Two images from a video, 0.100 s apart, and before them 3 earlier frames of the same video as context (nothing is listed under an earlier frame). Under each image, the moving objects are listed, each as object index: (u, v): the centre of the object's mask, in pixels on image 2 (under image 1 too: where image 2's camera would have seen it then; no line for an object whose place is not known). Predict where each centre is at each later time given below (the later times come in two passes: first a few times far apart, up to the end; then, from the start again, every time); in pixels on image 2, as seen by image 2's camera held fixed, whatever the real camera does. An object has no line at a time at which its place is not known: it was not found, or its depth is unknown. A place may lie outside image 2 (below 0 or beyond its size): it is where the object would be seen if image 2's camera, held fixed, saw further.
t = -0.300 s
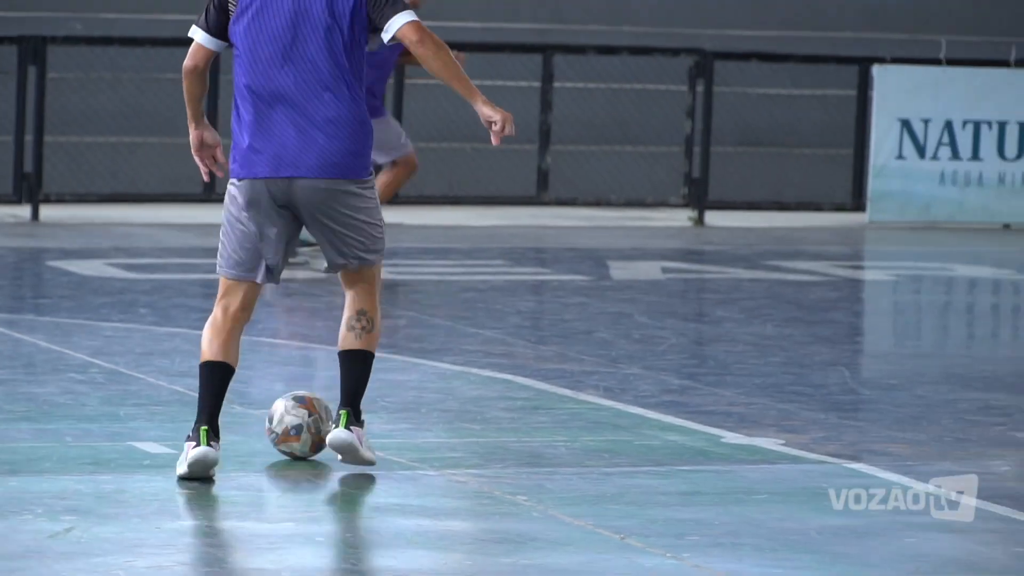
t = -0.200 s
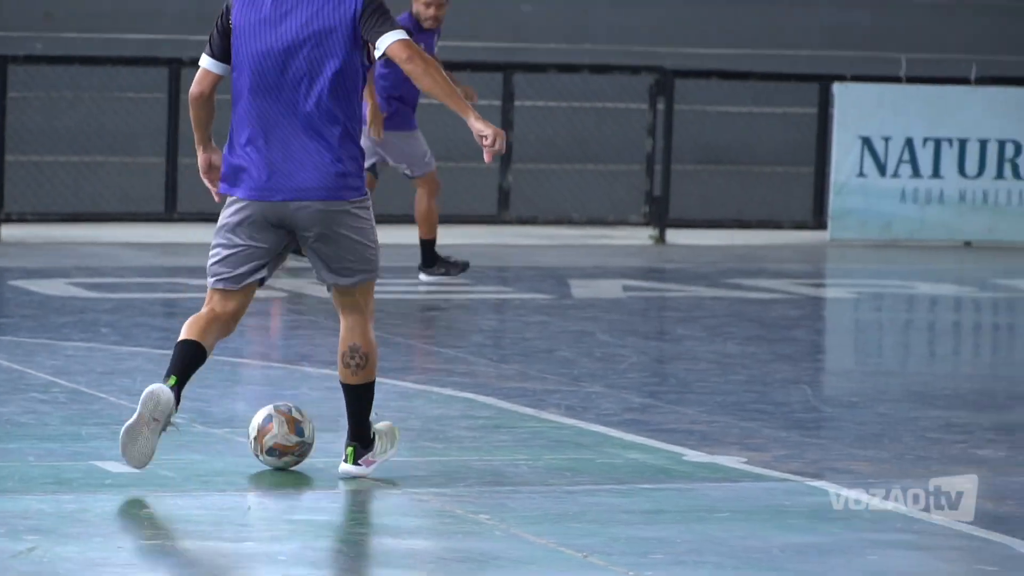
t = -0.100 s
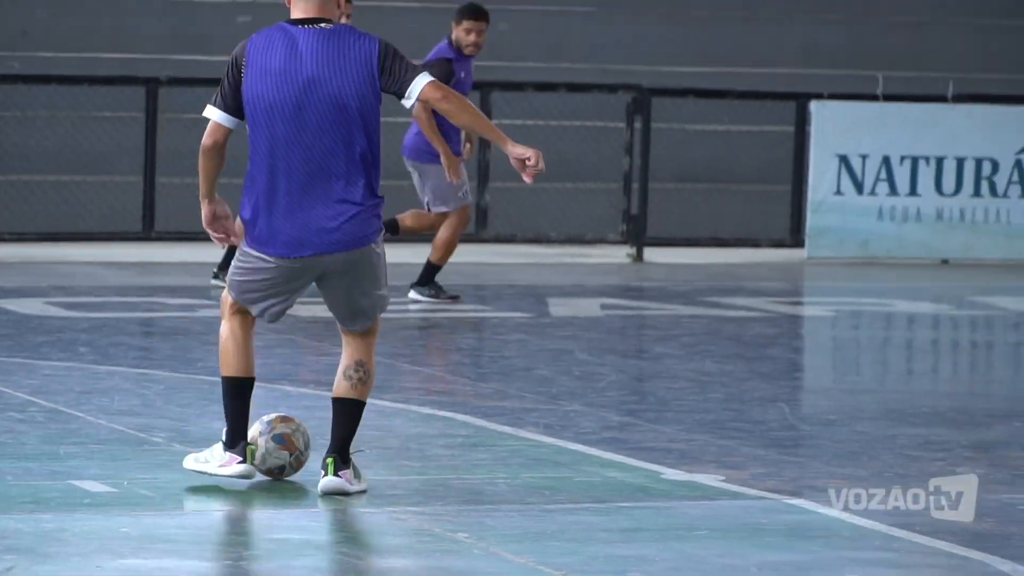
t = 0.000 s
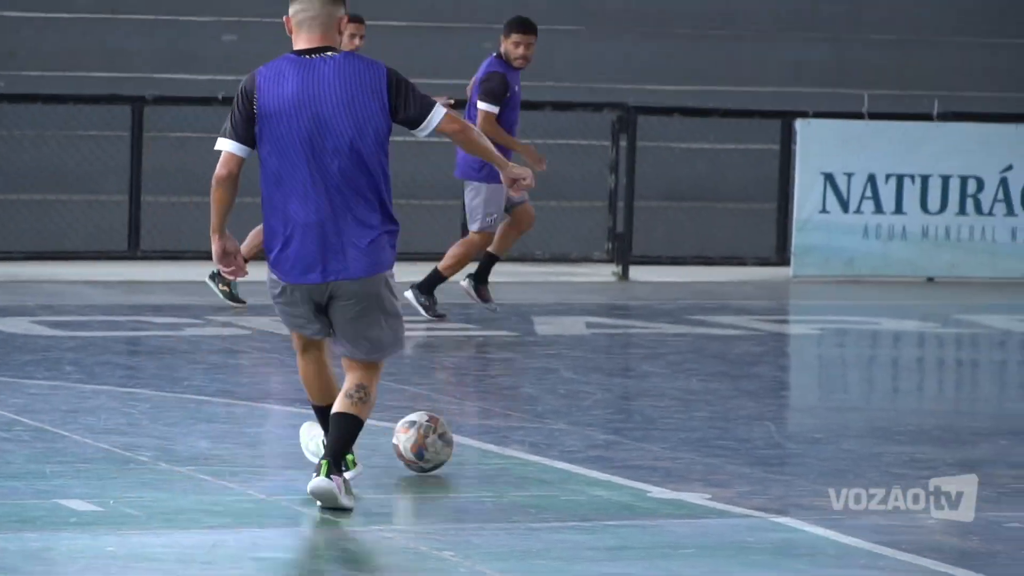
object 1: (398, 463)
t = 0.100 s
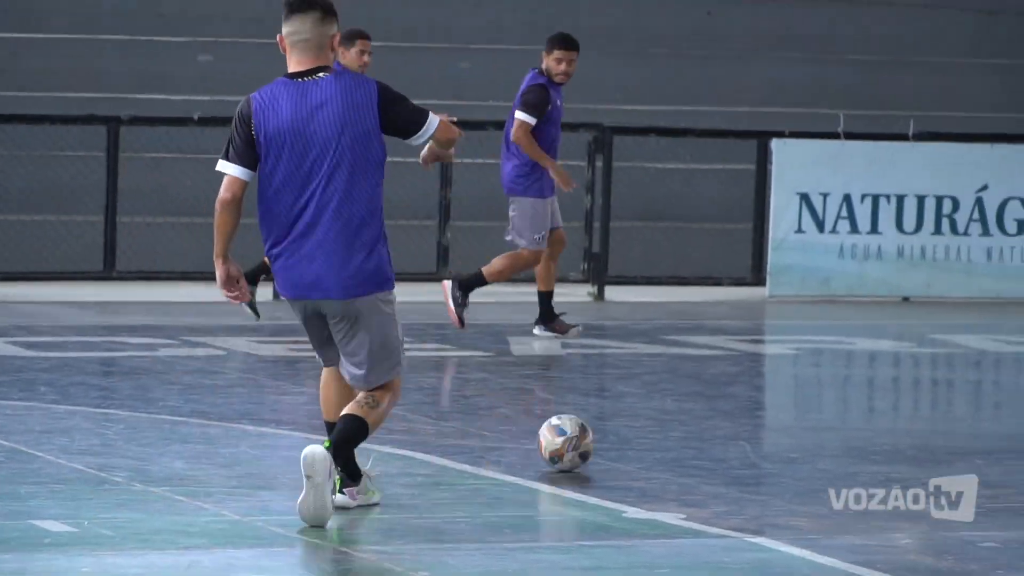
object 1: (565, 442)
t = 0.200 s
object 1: (702, 424)
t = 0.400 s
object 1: (911, 396)
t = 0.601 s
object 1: (1061, 375)
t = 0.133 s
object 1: (614, 437)
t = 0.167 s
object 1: (659, 430)
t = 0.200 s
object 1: (702, 424)
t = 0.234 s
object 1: (741, 418)
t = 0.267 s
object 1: (778, 414)
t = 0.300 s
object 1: (815, 409)
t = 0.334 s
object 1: (849, 404)
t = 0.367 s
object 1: (881, 399)
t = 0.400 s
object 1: (911, 396)
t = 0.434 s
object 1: (941, 393)
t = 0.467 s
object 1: (969, 389)
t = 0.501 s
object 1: (994, 386)
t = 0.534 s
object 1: (1019, 385)
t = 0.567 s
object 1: (1041, 381)
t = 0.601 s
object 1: (1061, 375)
